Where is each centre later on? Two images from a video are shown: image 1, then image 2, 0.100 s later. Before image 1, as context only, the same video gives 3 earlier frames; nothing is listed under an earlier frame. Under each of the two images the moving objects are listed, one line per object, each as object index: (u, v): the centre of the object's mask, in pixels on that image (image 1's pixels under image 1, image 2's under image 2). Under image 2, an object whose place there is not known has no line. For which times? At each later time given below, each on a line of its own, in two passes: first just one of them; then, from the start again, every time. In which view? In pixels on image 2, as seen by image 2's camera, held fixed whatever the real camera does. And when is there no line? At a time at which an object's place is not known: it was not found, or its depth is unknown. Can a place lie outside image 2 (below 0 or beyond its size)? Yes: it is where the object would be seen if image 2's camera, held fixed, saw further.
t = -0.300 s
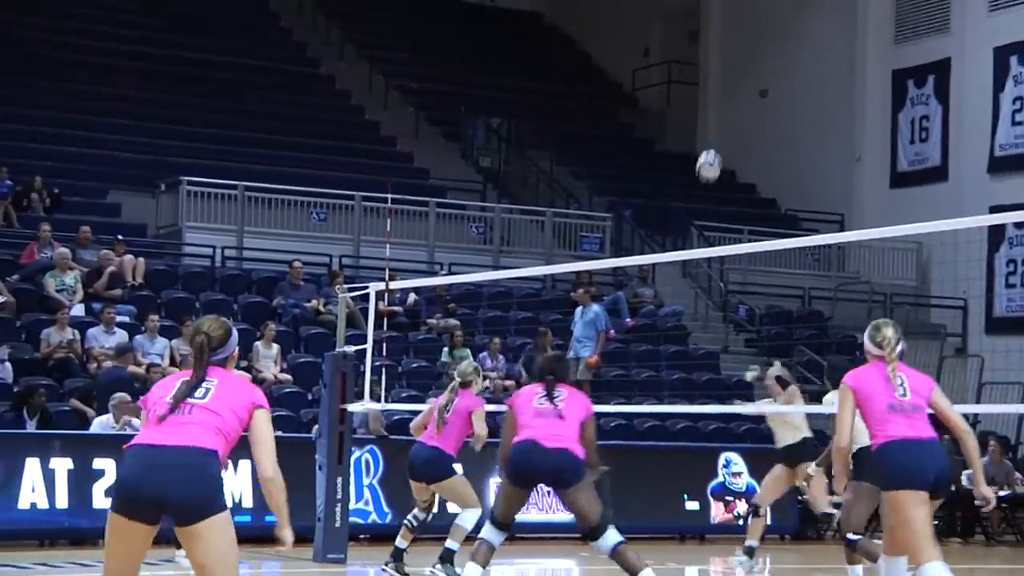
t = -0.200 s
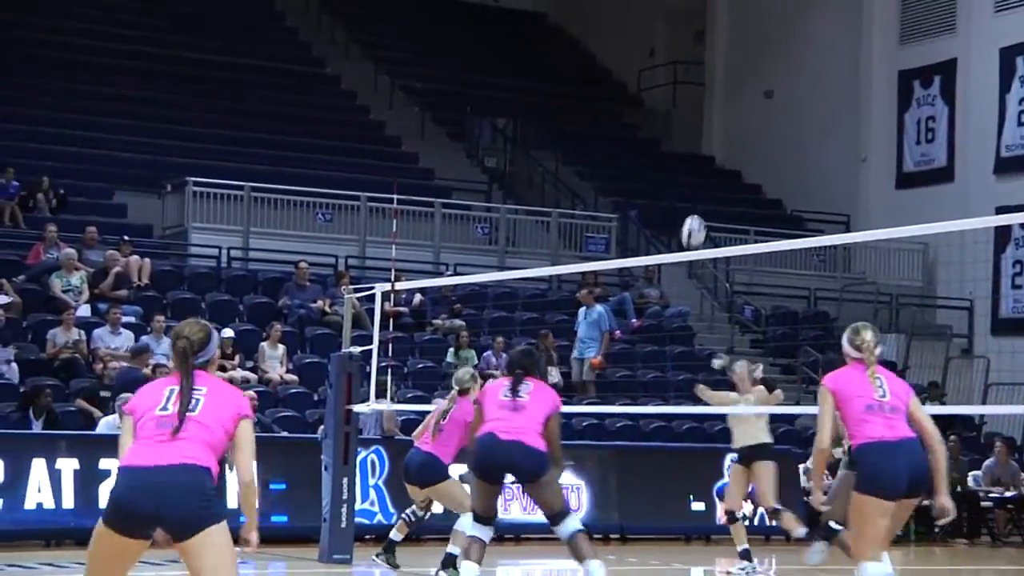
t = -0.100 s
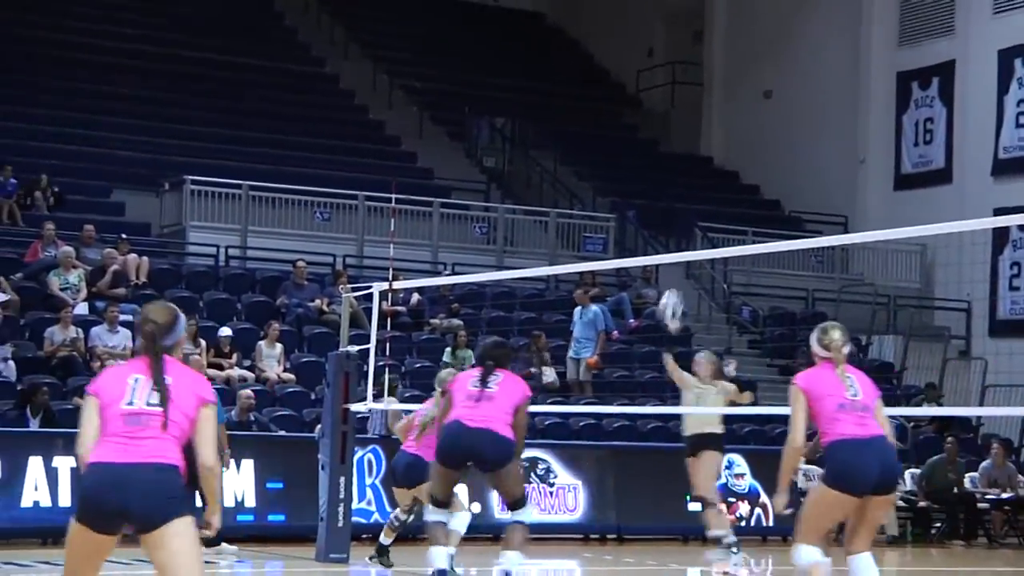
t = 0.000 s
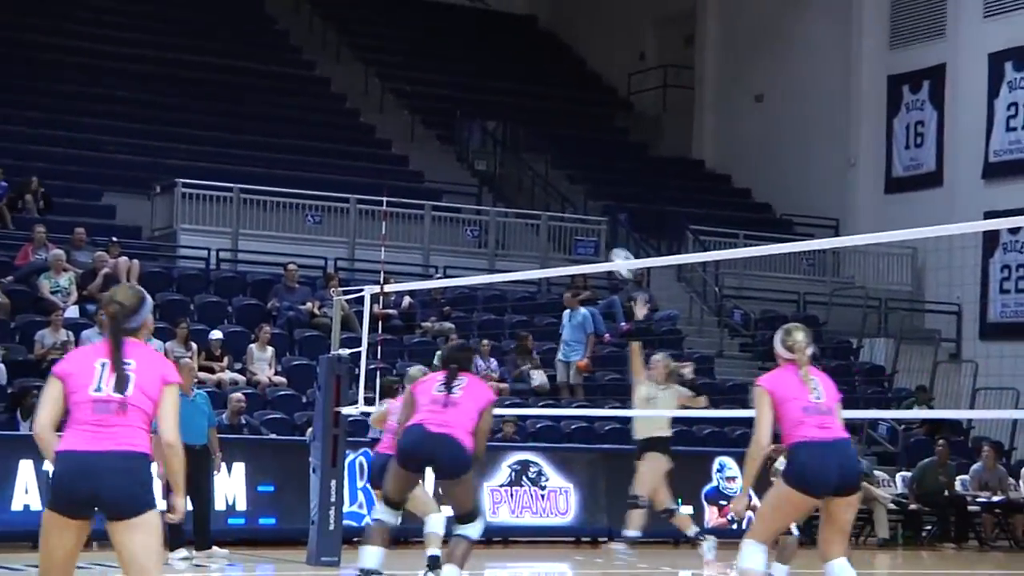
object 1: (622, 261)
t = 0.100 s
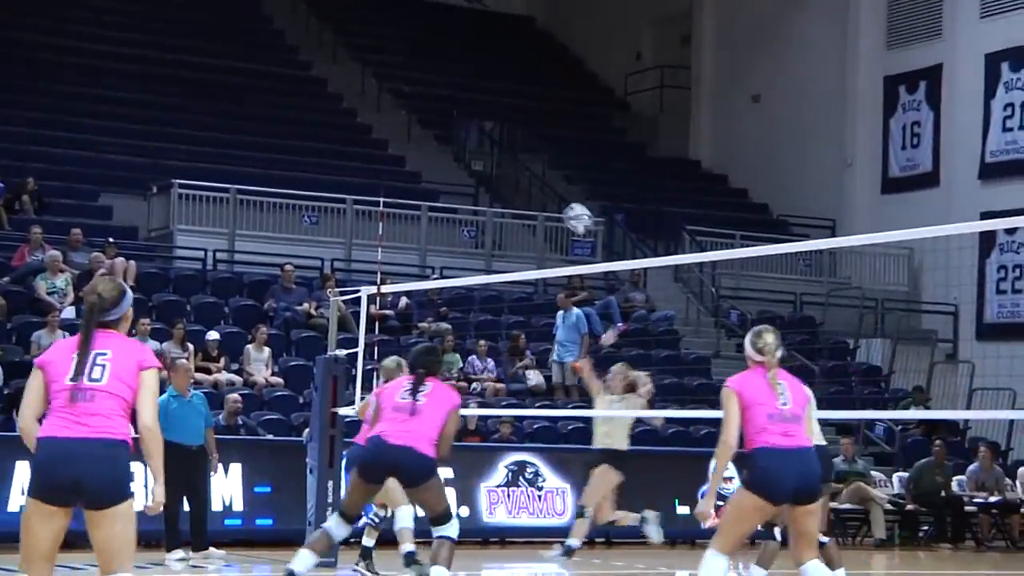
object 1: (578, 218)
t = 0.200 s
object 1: (536, 183)
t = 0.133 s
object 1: (564, 205)
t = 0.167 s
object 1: (551, 193)
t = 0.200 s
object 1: (536, 183)
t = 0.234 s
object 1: (522, 174)
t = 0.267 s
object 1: (508, 167)
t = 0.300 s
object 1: (494, 160)
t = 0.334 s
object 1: (479, 155)
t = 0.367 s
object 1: (463, 152)
